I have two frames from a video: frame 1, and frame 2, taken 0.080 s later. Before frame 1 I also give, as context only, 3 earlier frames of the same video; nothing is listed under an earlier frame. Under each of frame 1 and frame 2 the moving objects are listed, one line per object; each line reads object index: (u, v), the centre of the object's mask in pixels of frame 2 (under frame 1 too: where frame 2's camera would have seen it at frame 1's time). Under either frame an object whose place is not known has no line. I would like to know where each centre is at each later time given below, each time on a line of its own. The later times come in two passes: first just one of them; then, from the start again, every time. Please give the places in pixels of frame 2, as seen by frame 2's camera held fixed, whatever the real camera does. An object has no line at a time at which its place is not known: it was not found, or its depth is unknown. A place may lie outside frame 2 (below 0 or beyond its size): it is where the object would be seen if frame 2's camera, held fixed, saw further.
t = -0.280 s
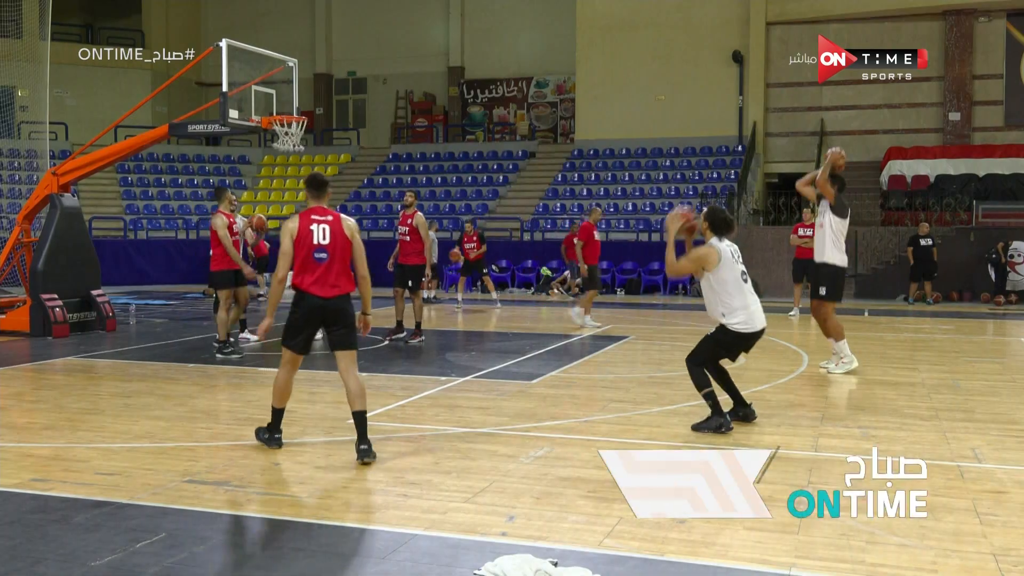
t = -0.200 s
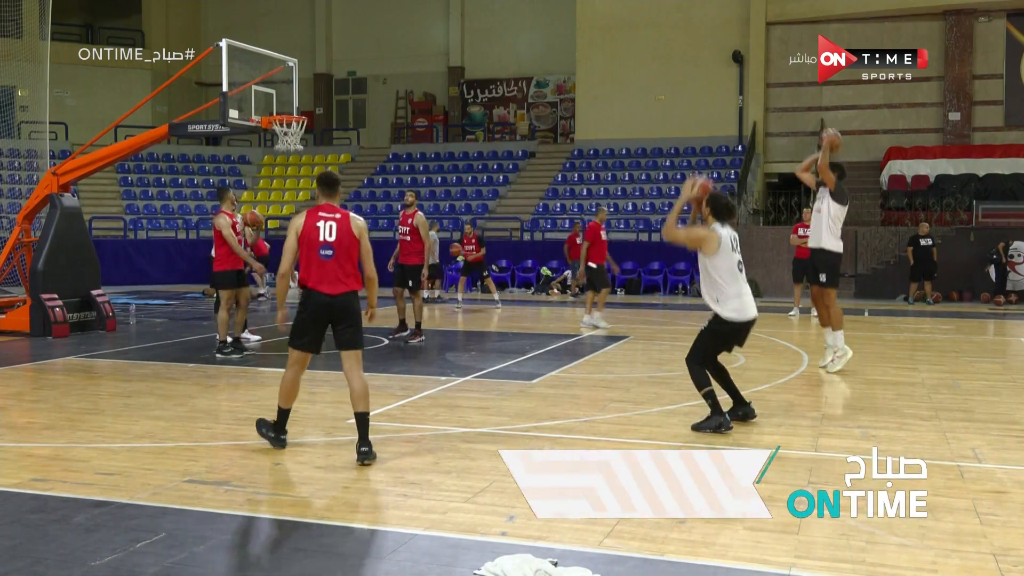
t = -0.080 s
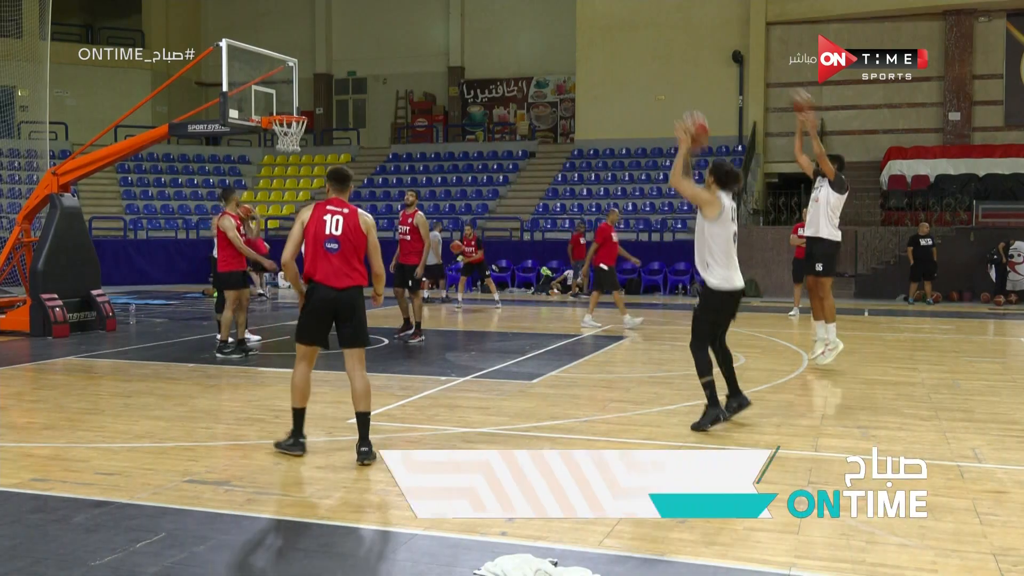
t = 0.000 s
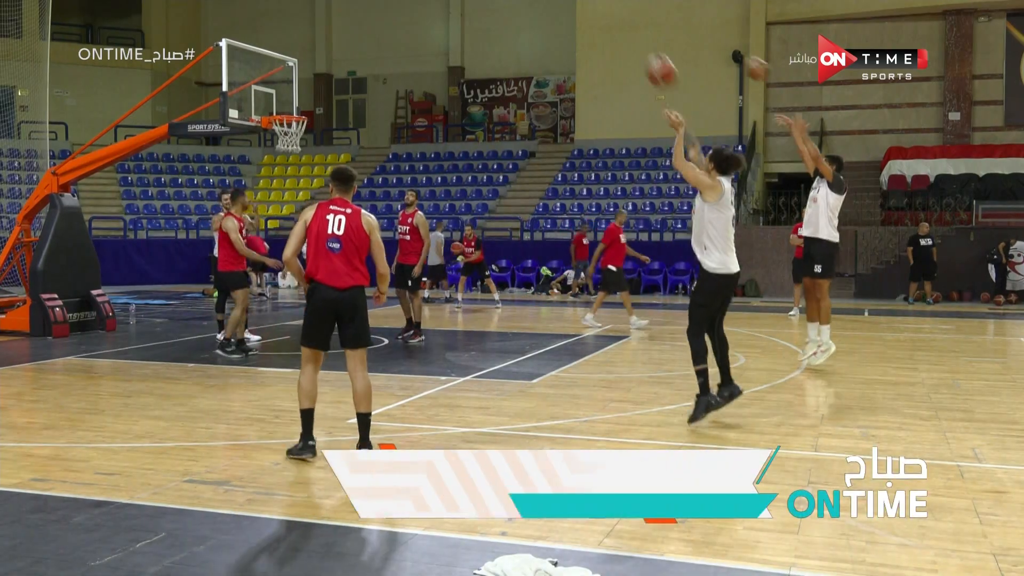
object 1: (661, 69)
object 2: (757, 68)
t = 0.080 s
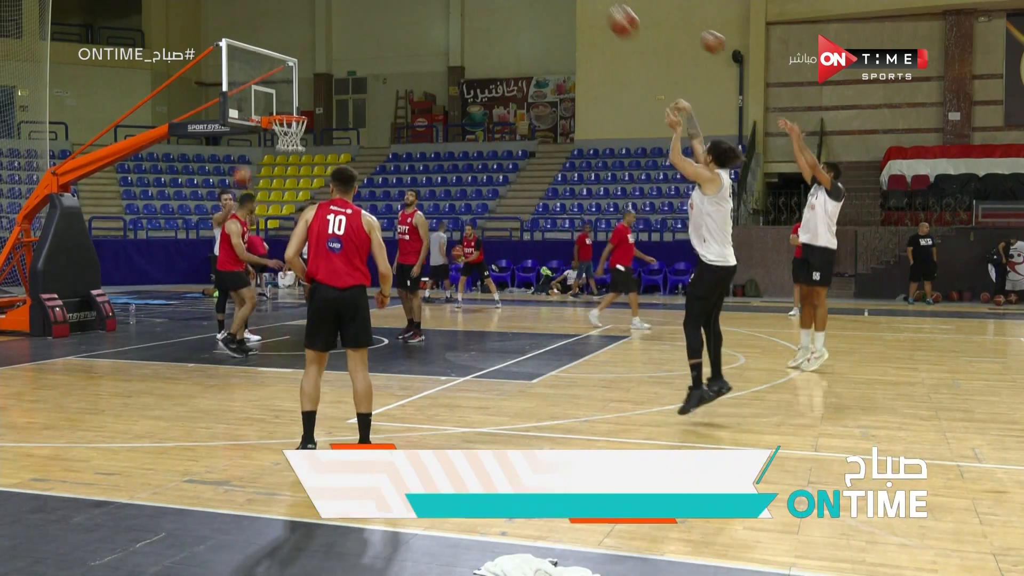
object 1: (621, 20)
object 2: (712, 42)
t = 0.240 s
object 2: (629, 8)
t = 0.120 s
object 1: (603, 6)
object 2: (691, 31)
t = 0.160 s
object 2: (670, 21)
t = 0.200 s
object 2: (649, 13)
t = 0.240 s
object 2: (629, 8)
